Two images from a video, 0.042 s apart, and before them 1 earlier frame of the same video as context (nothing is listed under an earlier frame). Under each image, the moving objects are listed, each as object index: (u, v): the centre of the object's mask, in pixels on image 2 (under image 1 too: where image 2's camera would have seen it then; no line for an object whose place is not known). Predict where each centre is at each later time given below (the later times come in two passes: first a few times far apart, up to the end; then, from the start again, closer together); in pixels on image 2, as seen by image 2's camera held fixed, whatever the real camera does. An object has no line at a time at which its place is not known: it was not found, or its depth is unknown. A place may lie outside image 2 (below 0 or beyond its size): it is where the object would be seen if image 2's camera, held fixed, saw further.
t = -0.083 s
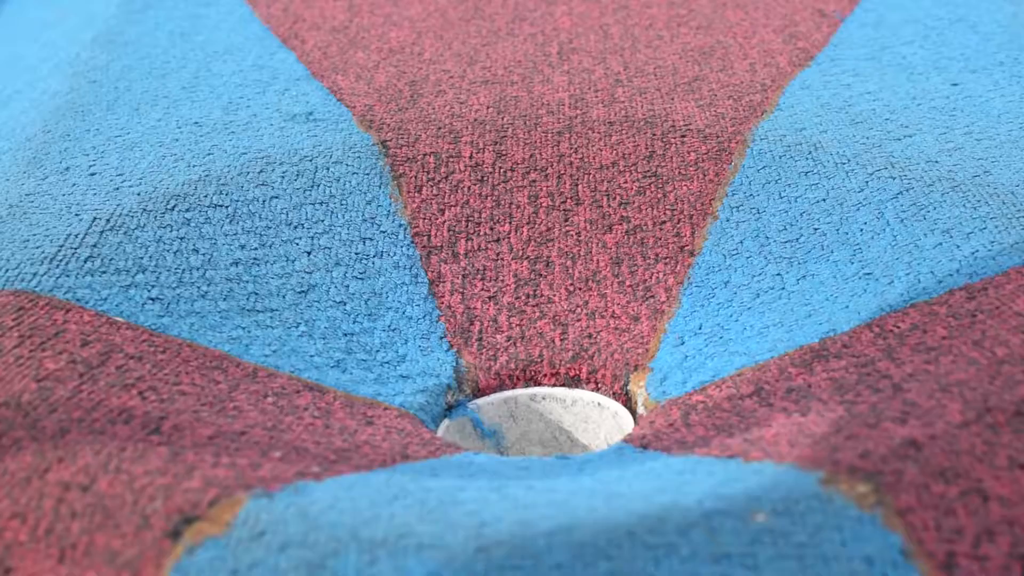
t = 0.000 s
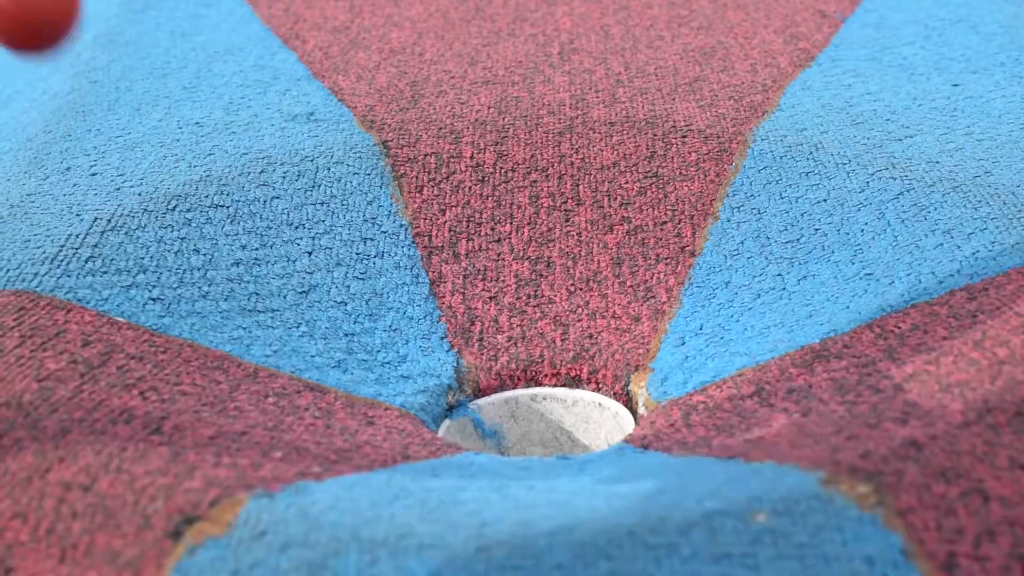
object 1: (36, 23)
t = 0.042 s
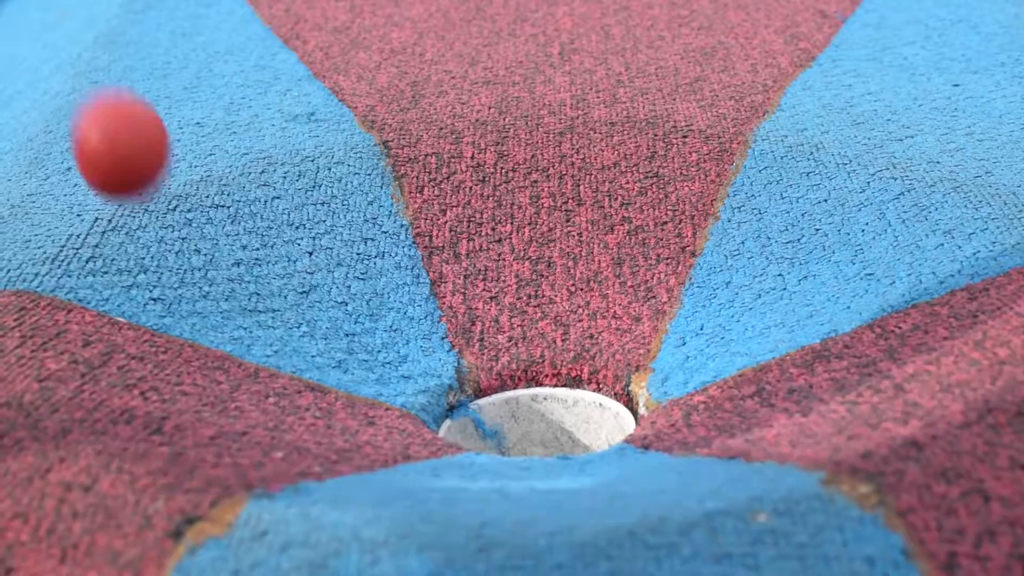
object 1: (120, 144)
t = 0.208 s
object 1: (489, 277)
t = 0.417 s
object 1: (752, 209)
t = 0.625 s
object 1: (817, 248)
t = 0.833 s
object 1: (686, 316)
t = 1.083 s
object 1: (538, 434)
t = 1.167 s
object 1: (561, 429)
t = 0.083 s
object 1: (208, 325)
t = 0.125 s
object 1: (303, 319)
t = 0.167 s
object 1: (398, 282)
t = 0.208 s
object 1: (489, 277)
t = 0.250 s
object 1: (577, 304)
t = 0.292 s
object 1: (645, 313)
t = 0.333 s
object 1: (680, 251)
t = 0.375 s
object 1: (715, 216)
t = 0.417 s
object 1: (752, 209)
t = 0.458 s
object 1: (787, 234)
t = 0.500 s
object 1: (811, 245)
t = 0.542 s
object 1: (815, 223)
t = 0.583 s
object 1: (819, 229)
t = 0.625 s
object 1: (817, 248)
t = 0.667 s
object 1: (803, 250)
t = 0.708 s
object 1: (784, 263)
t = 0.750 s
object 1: (760, 280)
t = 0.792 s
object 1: (727, 297)
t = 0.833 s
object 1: (686, 316)
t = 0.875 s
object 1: (639, 338)
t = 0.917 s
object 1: (589, 380)
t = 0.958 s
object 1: (537, 438)
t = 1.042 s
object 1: (521, 446)
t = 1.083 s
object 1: (538, 434)
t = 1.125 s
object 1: (554, 429)
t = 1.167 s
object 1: (561, 429)
